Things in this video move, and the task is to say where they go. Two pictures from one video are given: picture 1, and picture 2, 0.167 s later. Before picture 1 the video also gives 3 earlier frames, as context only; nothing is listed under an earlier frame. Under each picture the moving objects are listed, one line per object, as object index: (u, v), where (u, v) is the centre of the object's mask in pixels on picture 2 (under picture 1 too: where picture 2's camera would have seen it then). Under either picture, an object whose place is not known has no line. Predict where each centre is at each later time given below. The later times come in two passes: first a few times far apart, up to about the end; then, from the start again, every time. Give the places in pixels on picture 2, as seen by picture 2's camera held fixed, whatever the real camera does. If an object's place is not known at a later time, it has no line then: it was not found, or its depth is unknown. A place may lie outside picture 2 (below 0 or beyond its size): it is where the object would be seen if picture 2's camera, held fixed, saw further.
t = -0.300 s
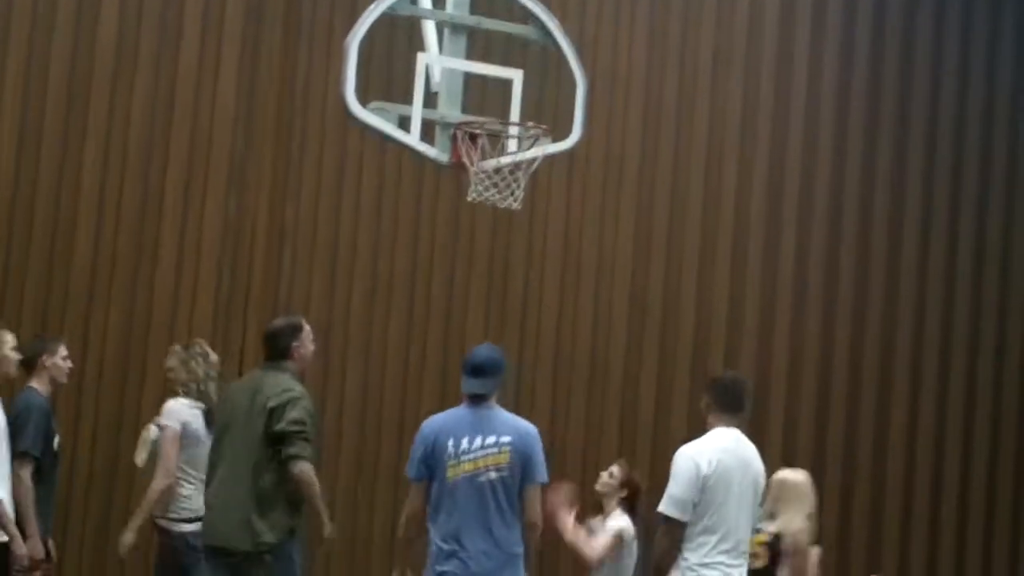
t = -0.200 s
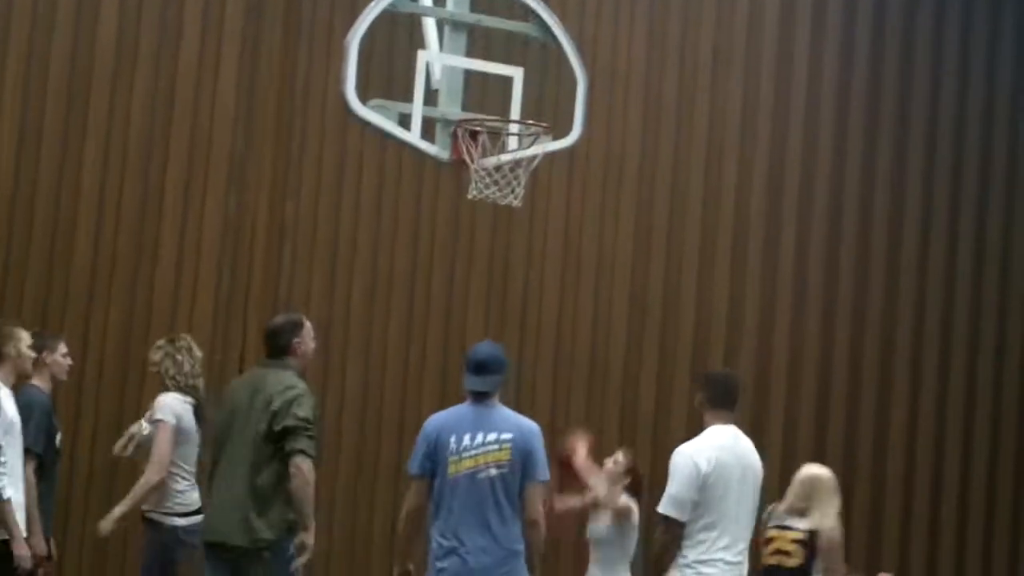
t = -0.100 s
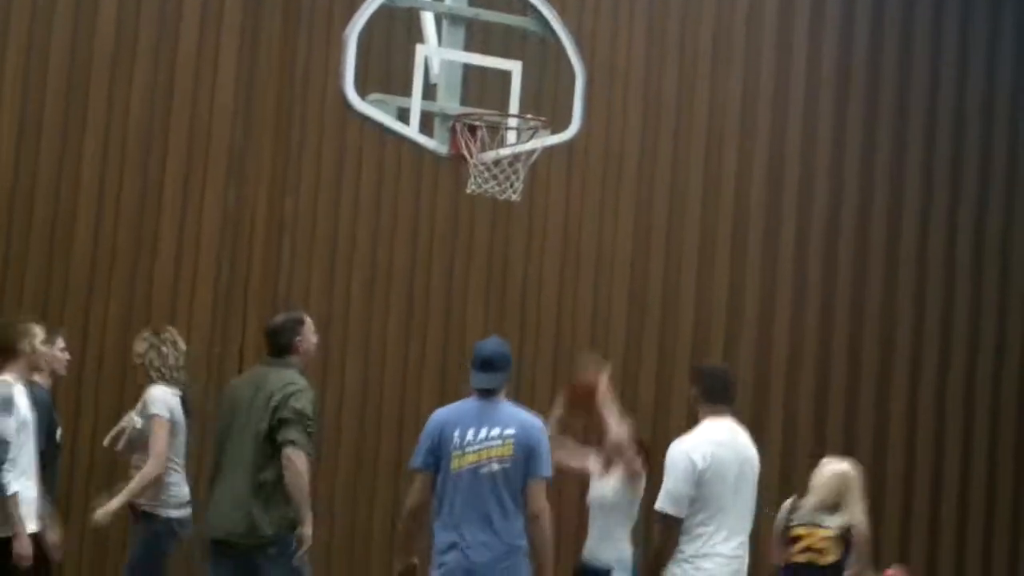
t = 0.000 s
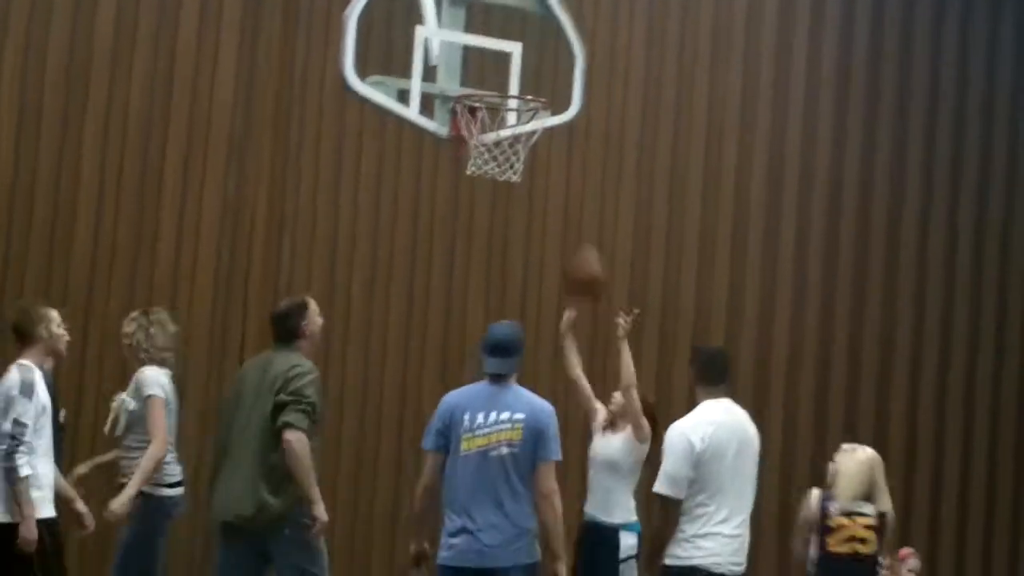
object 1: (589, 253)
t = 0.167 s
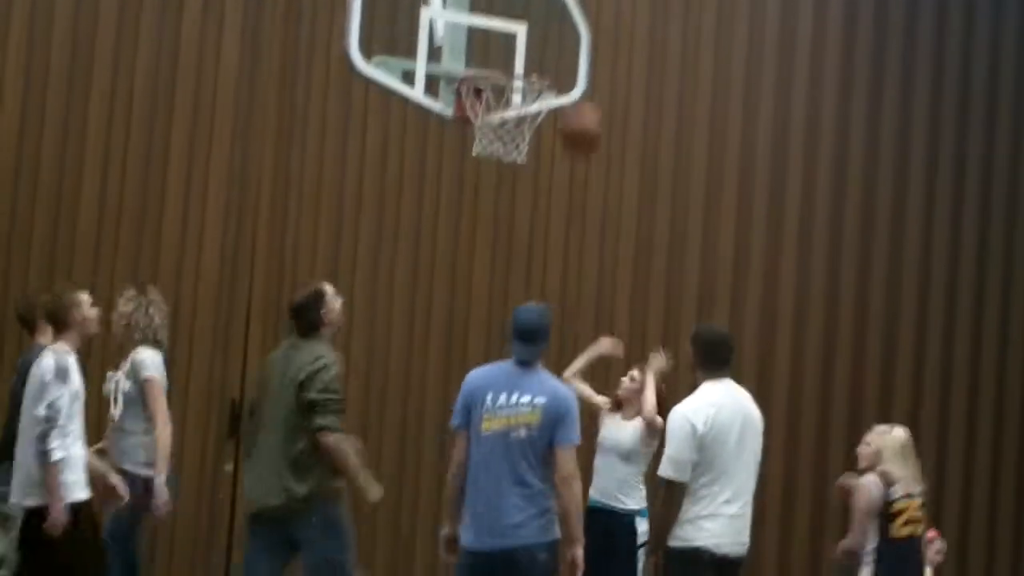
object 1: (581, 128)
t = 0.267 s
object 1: (575, 78)
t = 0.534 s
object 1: (546, 28)
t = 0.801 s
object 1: (501, 101)
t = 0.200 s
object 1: (579, 110)
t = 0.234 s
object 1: (576, 93)
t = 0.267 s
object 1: (575, 78)
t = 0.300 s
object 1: (569, 64)
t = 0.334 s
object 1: (567, 51)
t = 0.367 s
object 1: (563, 42)
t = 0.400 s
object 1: (559, 36)
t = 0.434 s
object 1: (557, 31)
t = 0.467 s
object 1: (553, 28)
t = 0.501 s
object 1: (550, 27)
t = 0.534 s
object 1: (546, 28)
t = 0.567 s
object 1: (540, 30)
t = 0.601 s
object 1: (536, 36)
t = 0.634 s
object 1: (532, 43)
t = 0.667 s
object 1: (528, 52)
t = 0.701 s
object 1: (523, 59)
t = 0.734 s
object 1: (517, 72)
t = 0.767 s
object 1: (507, 87)
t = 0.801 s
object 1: (501, 101)
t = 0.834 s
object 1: (490, 114)
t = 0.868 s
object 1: (481, 126)
